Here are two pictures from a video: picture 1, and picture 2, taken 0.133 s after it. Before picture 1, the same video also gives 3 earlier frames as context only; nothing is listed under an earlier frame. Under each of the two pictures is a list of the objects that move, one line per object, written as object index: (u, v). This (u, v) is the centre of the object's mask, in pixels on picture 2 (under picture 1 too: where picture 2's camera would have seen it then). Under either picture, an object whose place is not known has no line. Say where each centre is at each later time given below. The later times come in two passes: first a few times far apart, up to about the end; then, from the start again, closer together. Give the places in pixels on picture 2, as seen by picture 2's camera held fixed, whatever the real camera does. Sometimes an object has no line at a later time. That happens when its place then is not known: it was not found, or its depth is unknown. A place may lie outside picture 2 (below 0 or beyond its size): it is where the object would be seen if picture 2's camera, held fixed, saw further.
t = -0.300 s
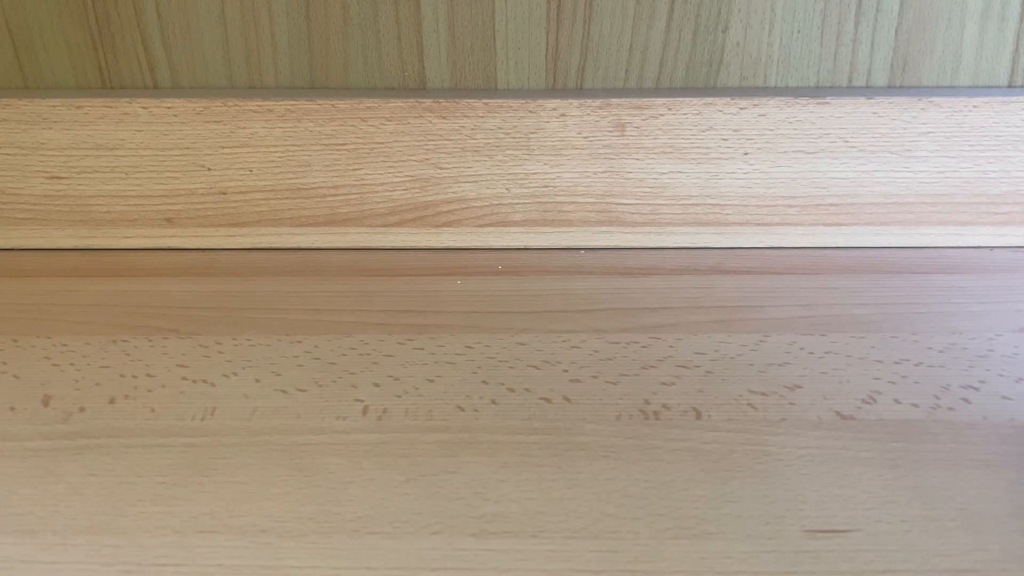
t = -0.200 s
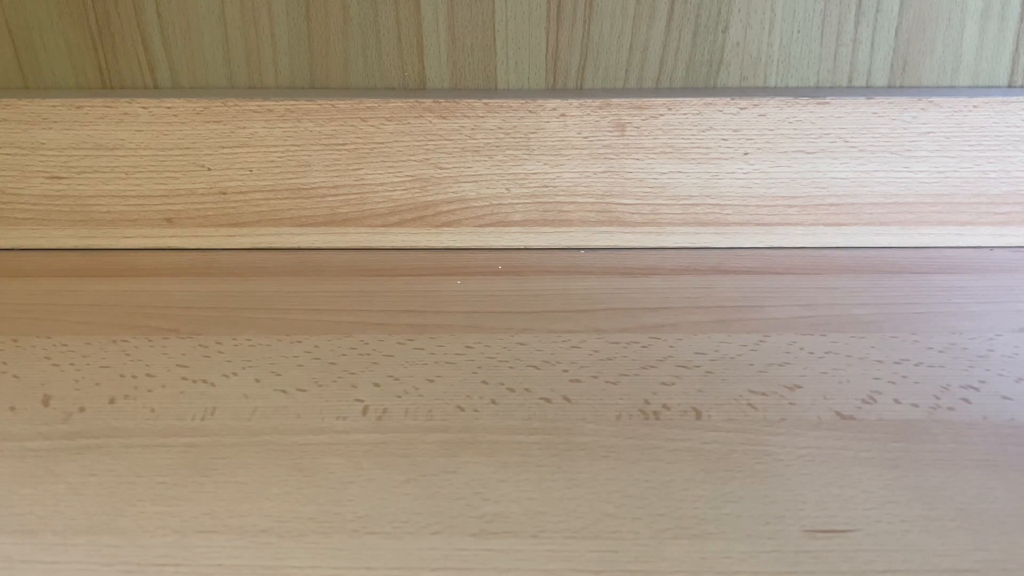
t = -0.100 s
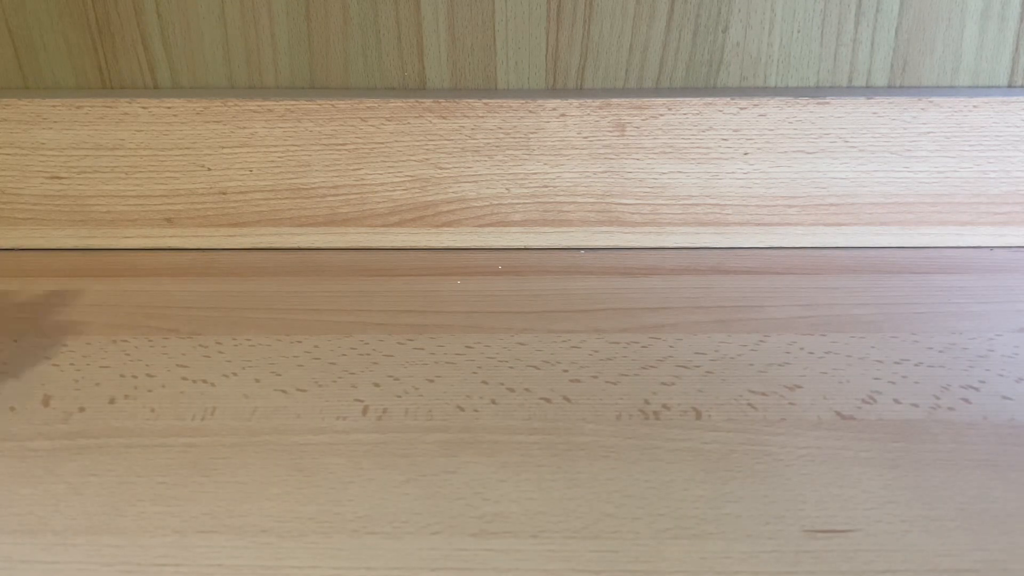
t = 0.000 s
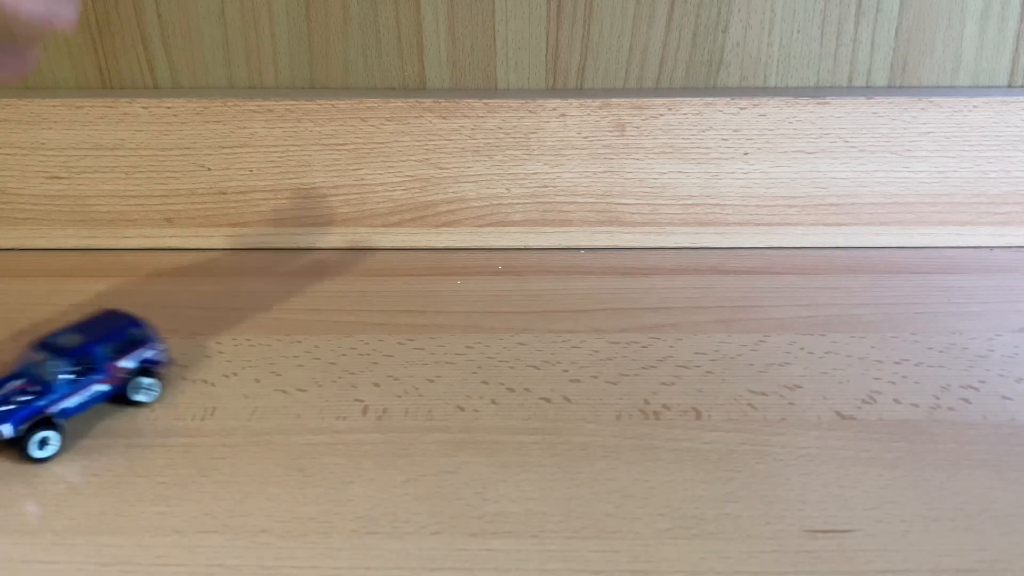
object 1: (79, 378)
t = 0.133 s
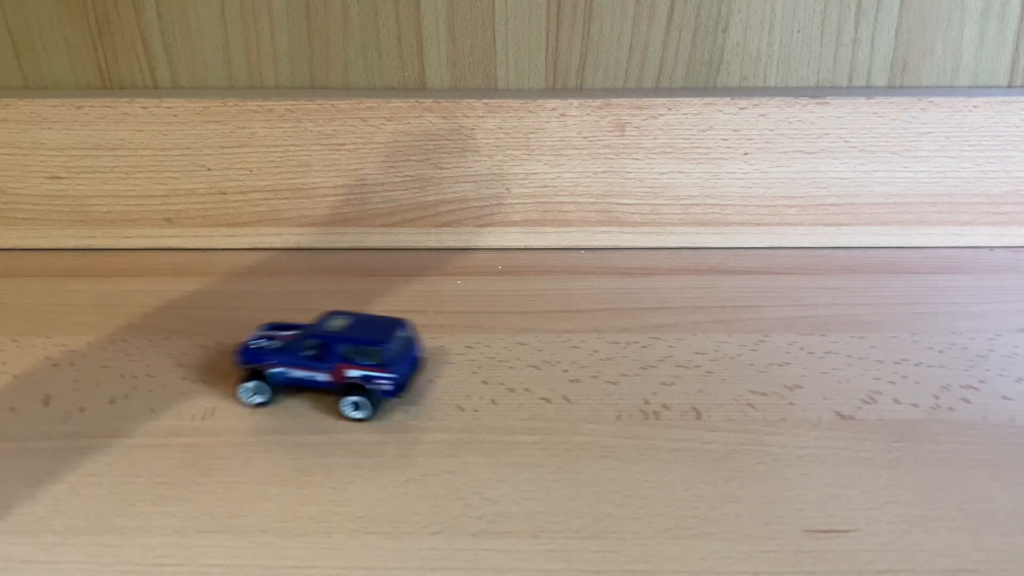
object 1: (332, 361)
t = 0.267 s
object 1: (544, 367)
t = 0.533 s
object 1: (750, 404)
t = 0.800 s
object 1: (784, 398)
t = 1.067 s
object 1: (780, 399)
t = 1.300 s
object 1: (771, 401)
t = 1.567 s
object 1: (771, 401)
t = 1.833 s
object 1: (772, 401)
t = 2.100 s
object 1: (772, 401)
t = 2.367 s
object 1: (772, 401)
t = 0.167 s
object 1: (391, 358)
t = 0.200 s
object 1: (446, 359)
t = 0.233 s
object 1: (497, 362)
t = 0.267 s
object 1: (544, 367)
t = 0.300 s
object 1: (585, 373)
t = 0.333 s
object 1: (623, 380)
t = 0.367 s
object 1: (658, 387)
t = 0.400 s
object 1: (687, 394)
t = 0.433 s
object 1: (710, 399)
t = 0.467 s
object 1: (728, 402)
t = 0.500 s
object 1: (741, 404)
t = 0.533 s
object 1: (750, 404)
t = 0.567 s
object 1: (758, 404)
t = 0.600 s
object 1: (765, 403)
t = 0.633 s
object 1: (770, 402)
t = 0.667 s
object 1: (774, 401)
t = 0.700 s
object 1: (777, 400)
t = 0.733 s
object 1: (780, 399)
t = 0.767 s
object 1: (782, 398)
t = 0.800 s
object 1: (784, 398)
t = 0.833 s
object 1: (784, 398)
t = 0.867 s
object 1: (785, 398)
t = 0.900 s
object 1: (784, 398)
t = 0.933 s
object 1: (784, 398)
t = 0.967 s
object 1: (783, 398)
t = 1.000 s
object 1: (782, 398)
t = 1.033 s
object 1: (781, 399)
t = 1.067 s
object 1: (780, 399)
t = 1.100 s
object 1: (779, 399)
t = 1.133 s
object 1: (777, 400)
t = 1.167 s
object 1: (775, 400)
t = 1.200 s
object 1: (774, 401)
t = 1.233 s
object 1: (773, 401)
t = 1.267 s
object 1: (772, 401)
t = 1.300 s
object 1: (771, 401)
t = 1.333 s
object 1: (771, 401)
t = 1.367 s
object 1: (771, 401)
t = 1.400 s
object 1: (772, 401)
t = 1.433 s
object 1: (772, 401)
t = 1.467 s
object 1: (773, 401)
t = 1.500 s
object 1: (772, 401)
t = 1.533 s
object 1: (772, 401)
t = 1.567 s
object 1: (771, 401)
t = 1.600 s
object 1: (771, 401)
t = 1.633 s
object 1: (772, 401)
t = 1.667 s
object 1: (772, 401)
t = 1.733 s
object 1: (772, 401)
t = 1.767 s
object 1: (772, 401)
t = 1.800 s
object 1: (772, 401)
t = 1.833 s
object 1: (772, 401)
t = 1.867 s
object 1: (772, 401)
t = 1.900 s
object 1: (772, 401)
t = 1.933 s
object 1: (772, 401)
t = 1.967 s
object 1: (772, 401)
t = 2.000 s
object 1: (772, 401)
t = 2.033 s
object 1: (772, 401)
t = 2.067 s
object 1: (772, 401)
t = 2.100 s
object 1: (772, 401)
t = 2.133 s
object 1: (772, 401)
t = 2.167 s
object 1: (772, 401)
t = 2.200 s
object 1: (772, 401)
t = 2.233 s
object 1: (772, 401)
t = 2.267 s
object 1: (772, 401)
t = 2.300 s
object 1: (772, 401)
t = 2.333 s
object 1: (772, 401)
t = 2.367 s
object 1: (772, 401)
